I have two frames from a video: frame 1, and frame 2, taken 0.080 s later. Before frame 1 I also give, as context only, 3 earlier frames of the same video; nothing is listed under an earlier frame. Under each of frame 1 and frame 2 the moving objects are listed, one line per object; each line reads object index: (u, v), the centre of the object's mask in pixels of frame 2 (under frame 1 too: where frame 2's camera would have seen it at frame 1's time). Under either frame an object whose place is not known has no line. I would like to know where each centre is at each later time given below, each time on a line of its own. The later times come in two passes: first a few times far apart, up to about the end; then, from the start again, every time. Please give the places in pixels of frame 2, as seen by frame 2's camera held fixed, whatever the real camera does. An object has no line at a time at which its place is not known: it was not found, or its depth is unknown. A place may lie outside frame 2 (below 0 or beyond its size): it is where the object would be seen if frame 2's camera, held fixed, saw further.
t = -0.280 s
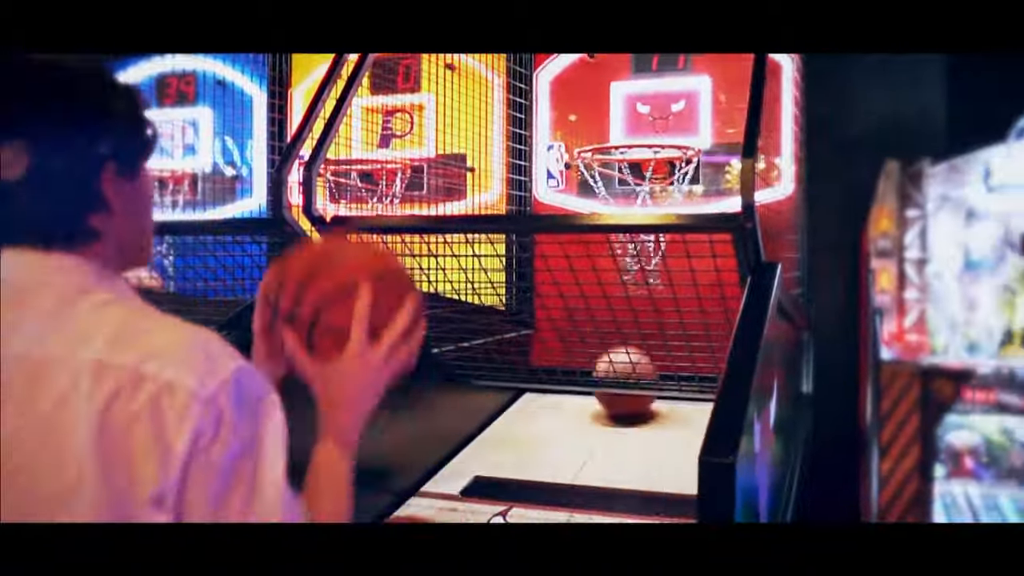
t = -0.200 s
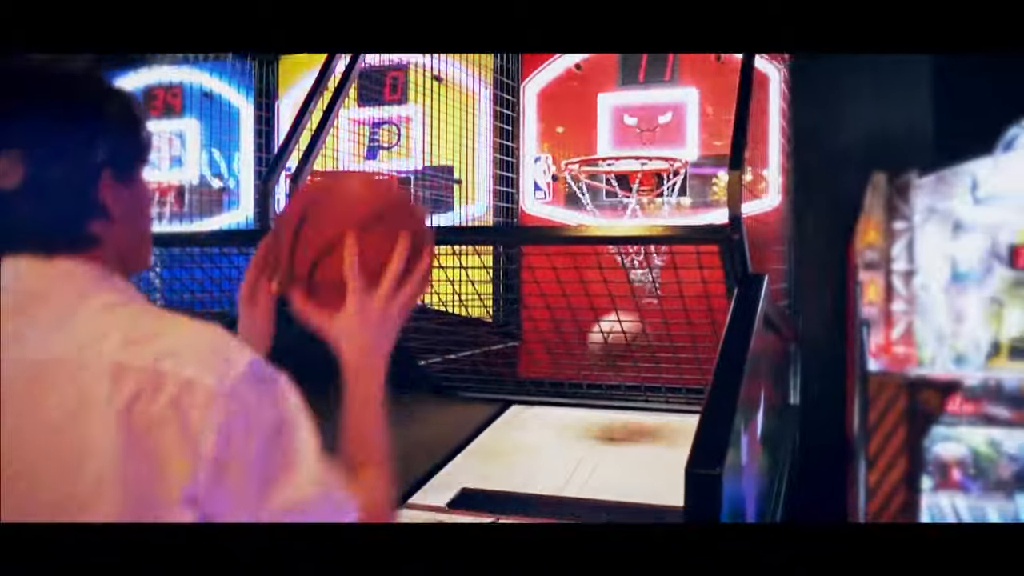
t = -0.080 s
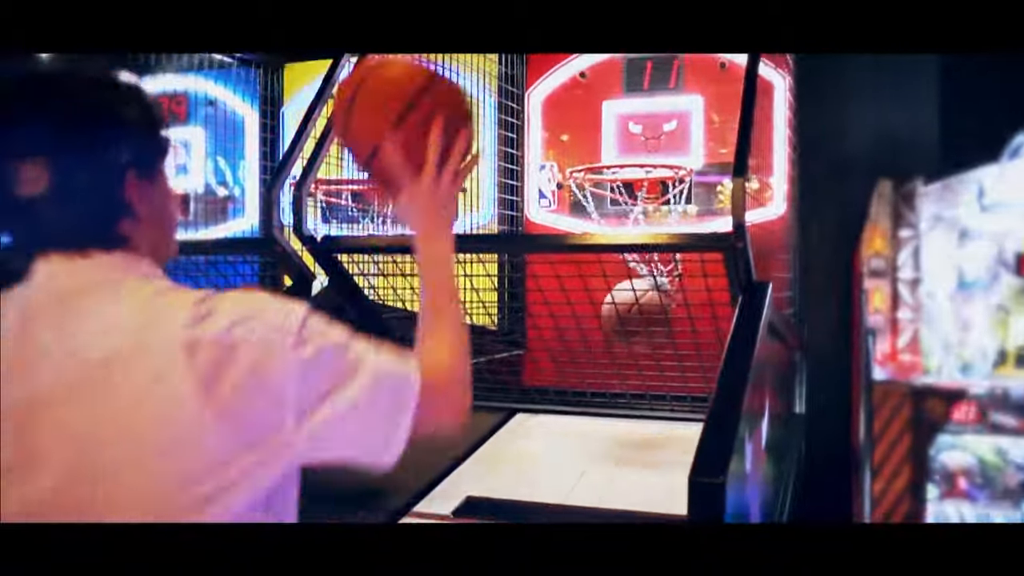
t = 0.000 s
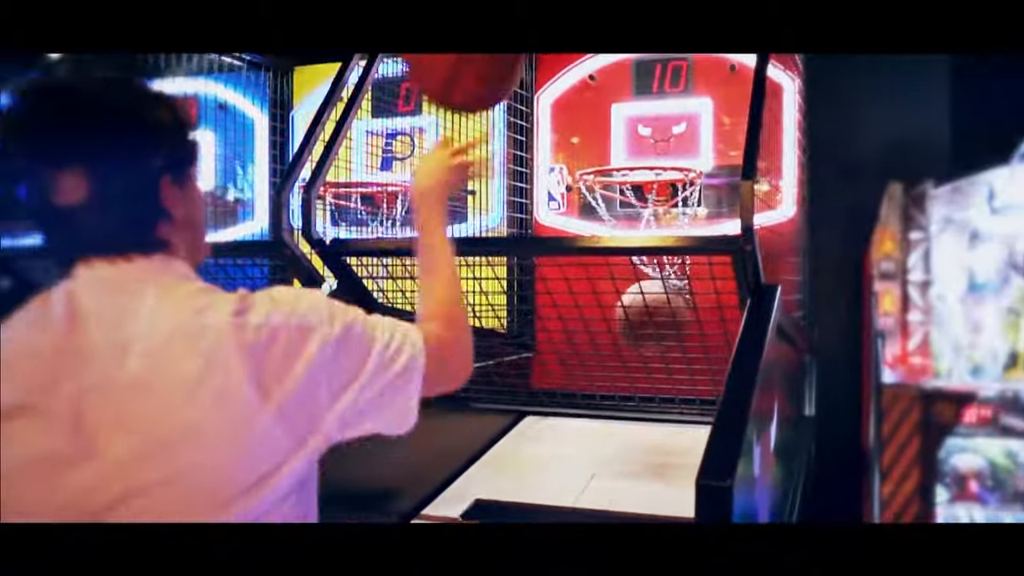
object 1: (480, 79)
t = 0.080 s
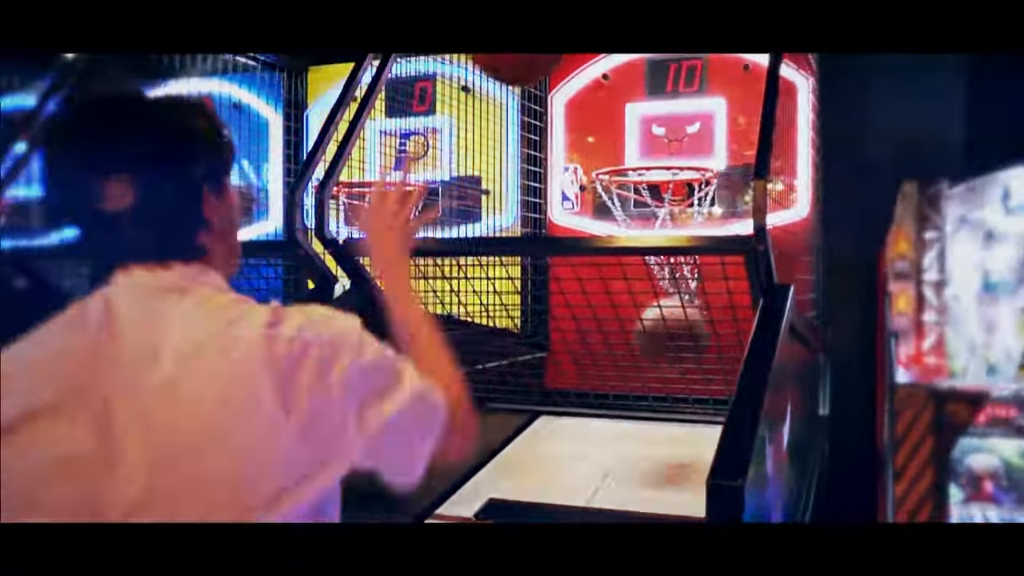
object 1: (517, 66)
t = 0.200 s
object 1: (562, 79)
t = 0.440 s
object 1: (562, 103)
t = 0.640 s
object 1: (509, 97)
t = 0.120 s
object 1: (533, 66)
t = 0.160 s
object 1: (548, 70)
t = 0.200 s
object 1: (562, 79)
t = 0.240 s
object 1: (574, 91)
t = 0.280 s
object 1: (584, 103)
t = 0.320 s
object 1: (595, 123)
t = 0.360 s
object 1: (596, 135)
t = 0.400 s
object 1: (581, 118)
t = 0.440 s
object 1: (562, 103)
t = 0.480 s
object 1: (545, 94)
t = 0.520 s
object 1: (529, 91)
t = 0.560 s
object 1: (512, 92)
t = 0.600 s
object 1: (504, 94)
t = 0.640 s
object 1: (509, 97)
